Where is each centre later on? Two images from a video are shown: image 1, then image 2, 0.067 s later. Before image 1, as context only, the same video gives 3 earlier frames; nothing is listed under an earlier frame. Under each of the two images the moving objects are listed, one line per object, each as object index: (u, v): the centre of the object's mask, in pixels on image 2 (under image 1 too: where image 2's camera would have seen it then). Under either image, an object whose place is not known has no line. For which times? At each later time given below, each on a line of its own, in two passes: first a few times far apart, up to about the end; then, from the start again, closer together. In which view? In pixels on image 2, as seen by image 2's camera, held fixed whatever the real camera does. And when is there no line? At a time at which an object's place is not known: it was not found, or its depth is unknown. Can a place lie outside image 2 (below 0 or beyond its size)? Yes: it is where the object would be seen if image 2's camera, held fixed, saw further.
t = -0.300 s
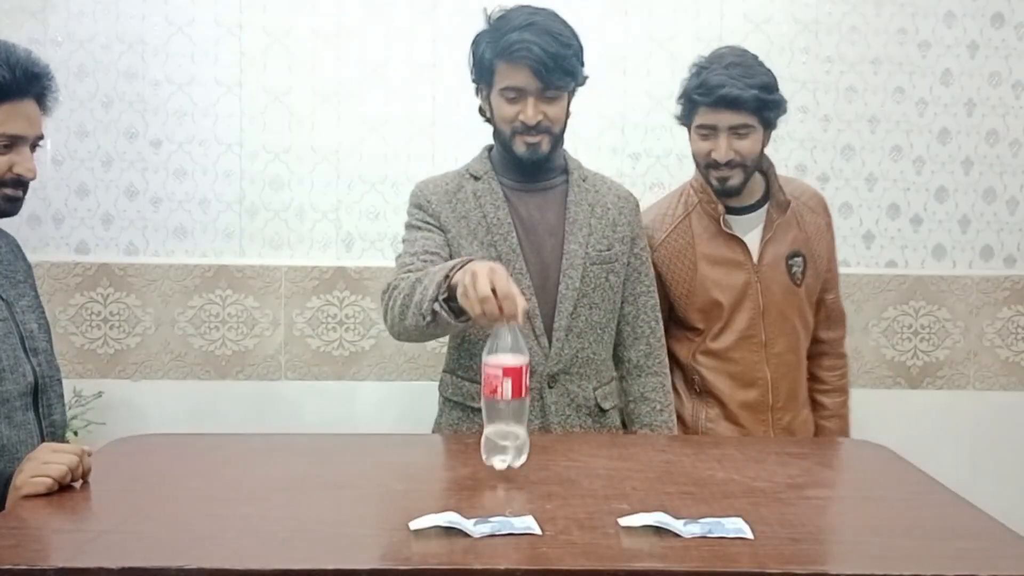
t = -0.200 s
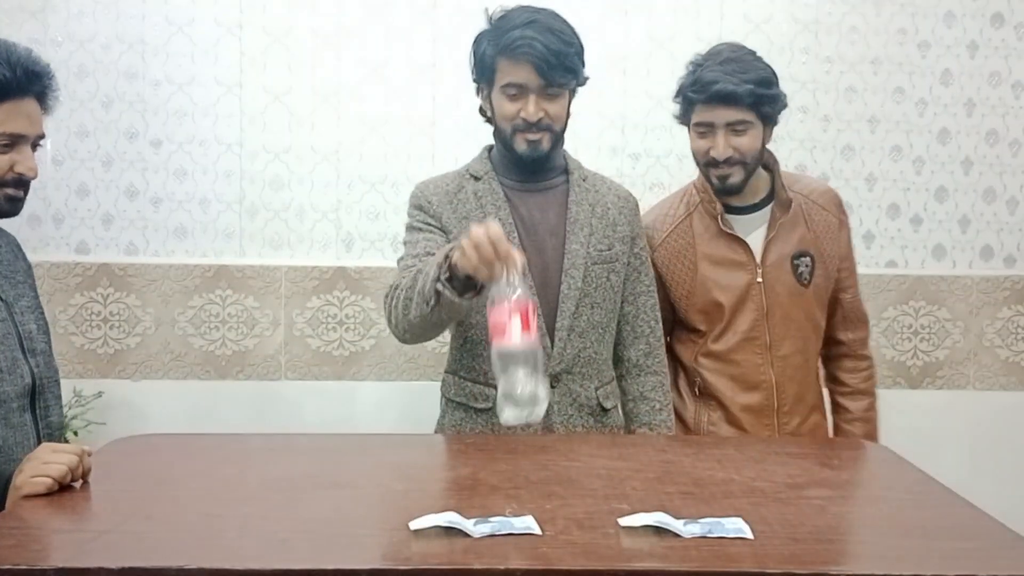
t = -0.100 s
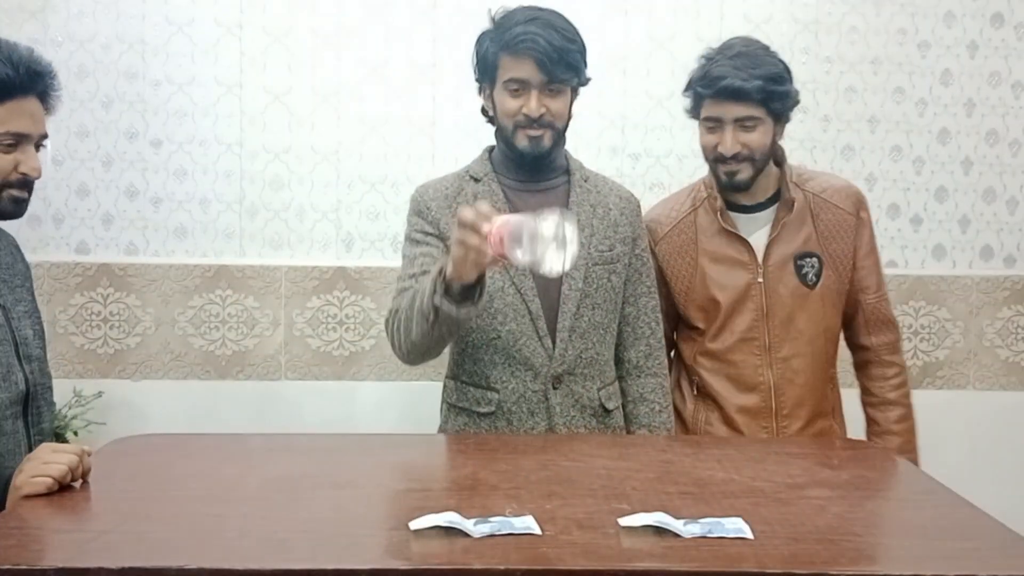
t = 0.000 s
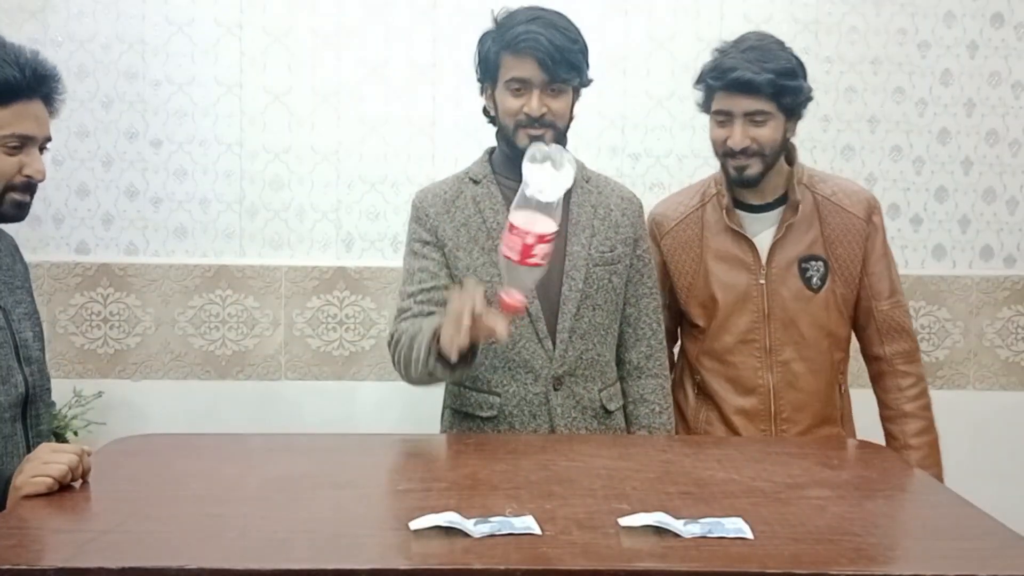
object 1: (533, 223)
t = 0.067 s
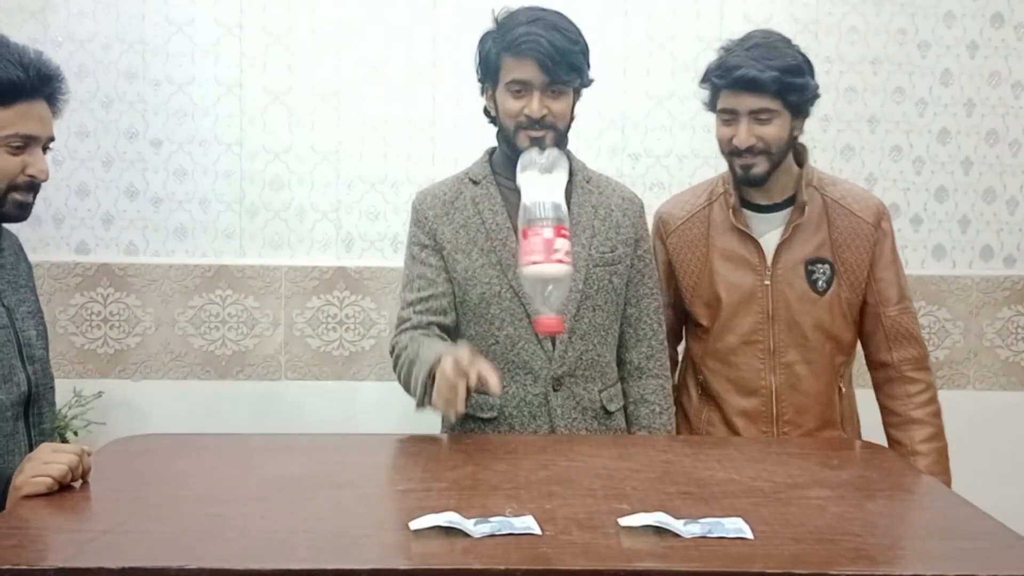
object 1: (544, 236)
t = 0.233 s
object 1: (551, 360)
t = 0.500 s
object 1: (556, 476)
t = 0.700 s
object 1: (550, 490)
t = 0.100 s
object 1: (550, 245)
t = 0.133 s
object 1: (554, 258)
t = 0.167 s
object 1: (554, 280)
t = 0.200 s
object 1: (553, 316)
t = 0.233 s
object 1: (551, 360)
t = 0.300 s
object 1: (547, 413)
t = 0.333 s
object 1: (547, 435)
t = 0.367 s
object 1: (543, 440)
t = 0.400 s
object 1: (541, 442)
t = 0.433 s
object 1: (544, 447)
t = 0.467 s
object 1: (549, 457)
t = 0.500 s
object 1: (556, 476)
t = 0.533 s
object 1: (553, 485)
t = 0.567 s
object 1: (551, 488)
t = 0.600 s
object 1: (550, 489)
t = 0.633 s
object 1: (550, 489)
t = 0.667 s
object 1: (550, 490)
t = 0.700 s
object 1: (550, 490)
